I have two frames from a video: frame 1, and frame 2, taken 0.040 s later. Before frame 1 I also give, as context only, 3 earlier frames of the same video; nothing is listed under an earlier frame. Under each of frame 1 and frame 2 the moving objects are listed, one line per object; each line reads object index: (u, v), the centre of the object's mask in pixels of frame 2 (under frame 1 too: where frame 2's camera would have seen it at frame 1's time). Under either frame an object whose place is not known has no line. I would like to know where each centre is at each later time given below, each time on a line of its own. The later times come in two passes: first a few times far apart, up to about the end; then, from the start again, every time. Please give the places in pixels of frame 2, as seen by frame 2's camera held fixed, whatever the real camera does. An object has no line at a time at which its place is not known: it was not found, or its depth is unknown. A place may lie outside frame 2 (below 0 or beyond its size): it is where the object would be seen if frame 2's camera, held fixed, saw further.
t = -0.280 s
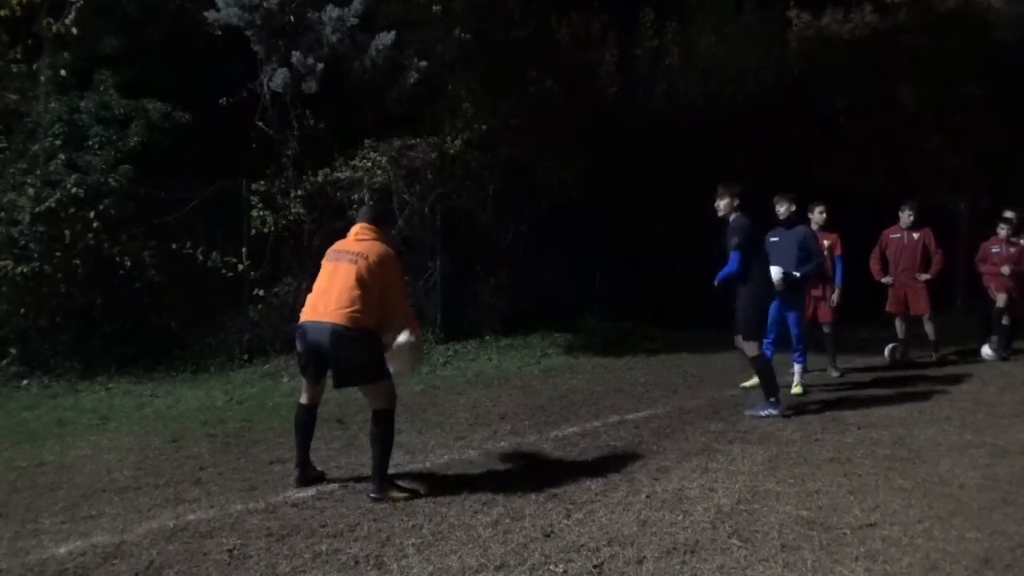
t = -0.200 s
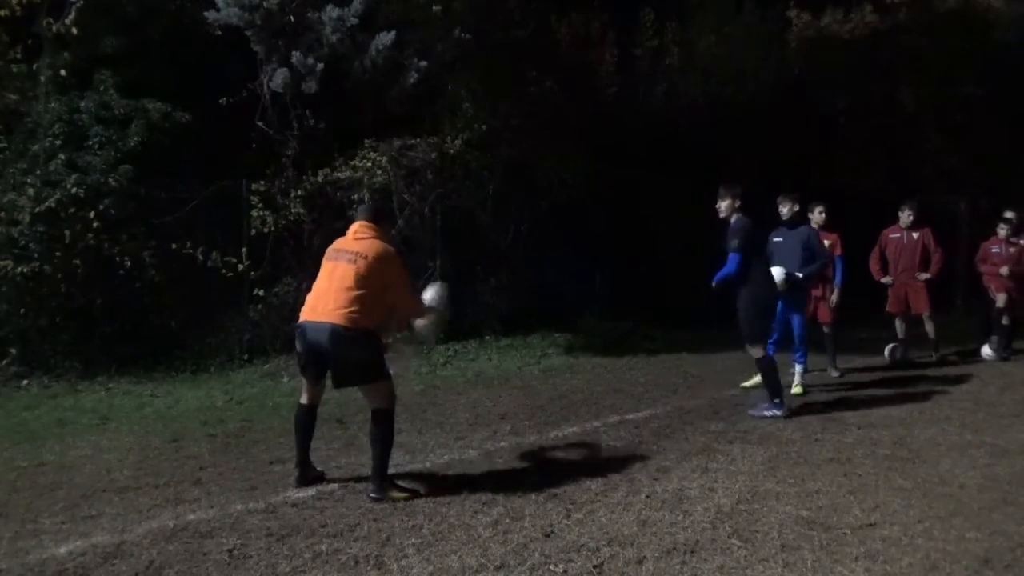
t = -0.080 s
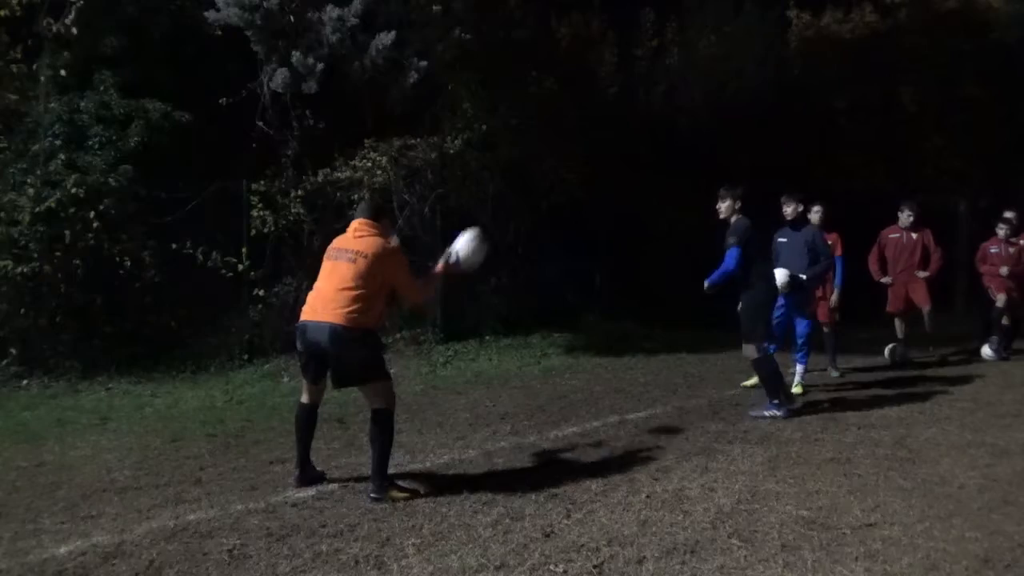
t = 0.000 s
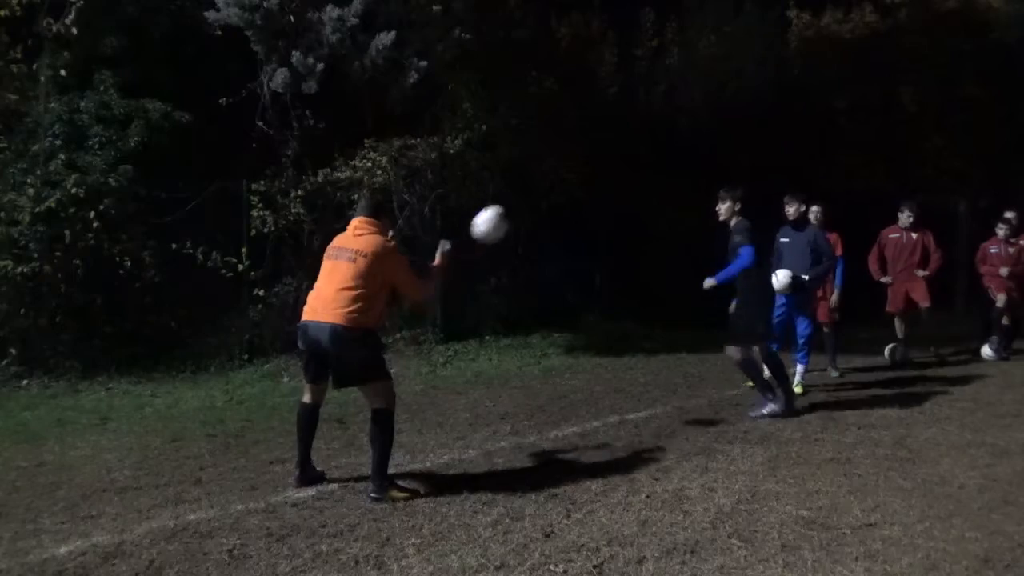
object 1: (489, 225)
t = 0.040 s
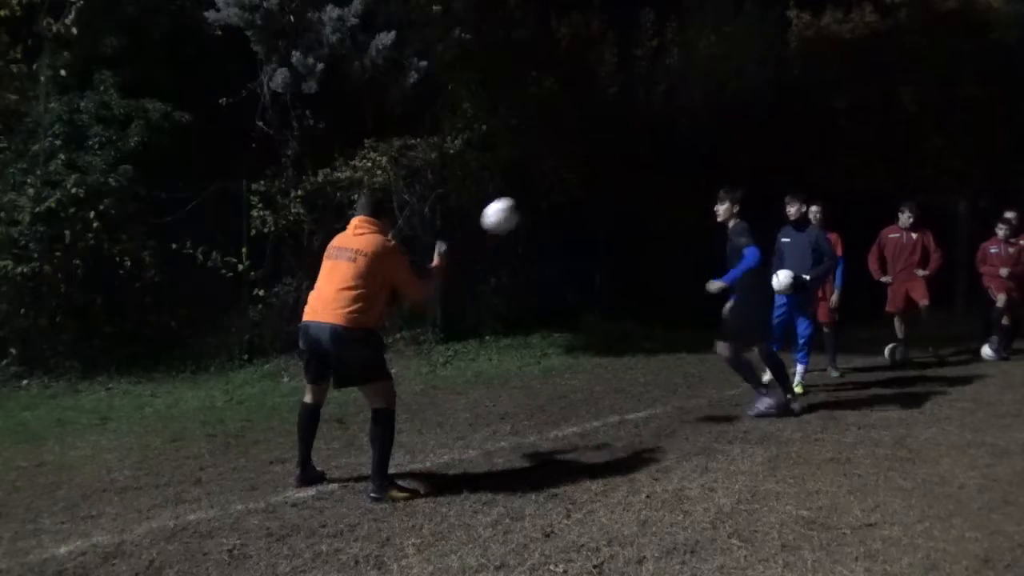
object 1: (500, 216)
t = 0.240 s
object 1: (546, 208)
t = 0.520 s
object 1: (599, 283)
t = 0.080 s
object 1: (510, 210)
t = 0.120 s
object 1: (519, 206)
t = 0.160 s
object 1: (528, 205)
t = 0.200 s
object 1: (537, 206)
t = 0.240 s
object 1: (546, 208)
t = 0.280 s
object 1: (554, 213)
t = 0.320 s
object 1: (562, 220)
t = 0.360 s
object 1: (570, 229)
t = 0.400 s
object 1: (578, 240)
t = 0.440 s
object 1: (585, 253)
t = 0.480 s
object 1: (592, 267)
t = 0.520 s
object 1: (599, 283)
